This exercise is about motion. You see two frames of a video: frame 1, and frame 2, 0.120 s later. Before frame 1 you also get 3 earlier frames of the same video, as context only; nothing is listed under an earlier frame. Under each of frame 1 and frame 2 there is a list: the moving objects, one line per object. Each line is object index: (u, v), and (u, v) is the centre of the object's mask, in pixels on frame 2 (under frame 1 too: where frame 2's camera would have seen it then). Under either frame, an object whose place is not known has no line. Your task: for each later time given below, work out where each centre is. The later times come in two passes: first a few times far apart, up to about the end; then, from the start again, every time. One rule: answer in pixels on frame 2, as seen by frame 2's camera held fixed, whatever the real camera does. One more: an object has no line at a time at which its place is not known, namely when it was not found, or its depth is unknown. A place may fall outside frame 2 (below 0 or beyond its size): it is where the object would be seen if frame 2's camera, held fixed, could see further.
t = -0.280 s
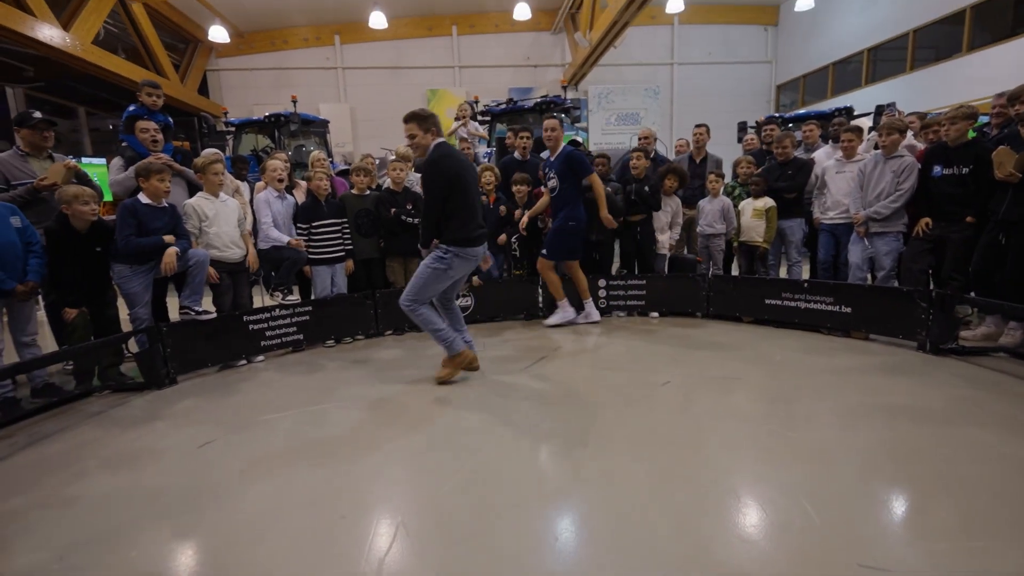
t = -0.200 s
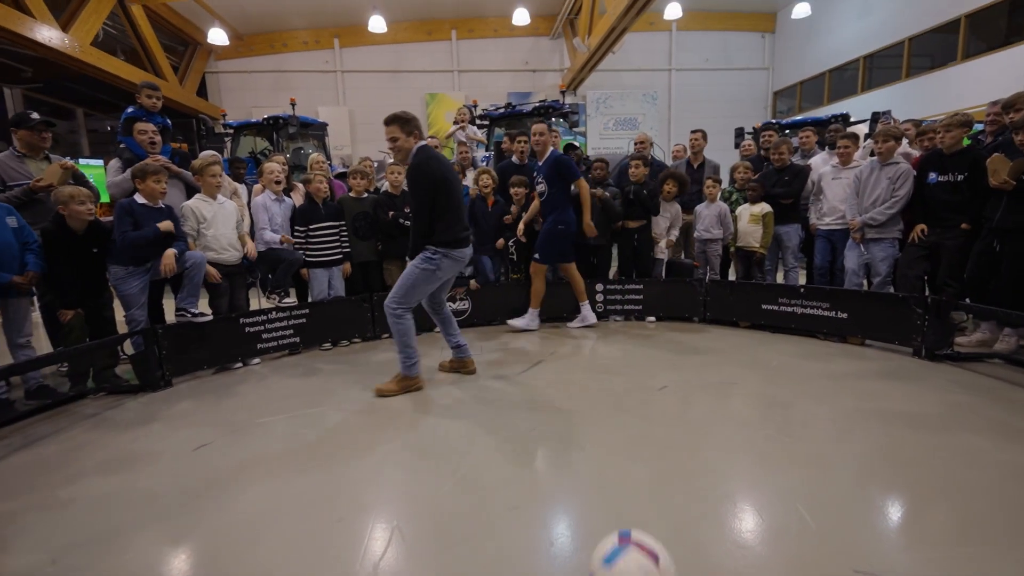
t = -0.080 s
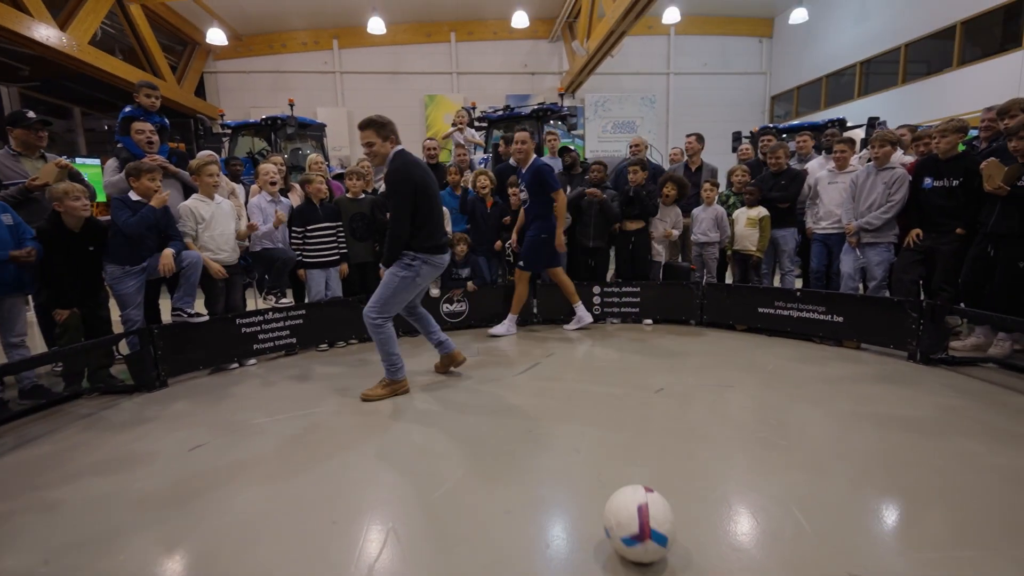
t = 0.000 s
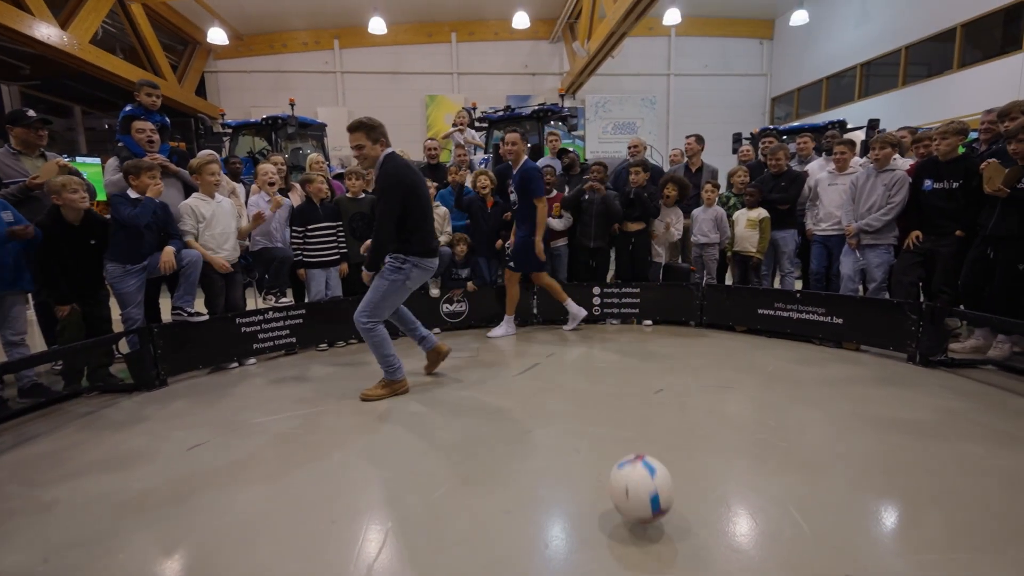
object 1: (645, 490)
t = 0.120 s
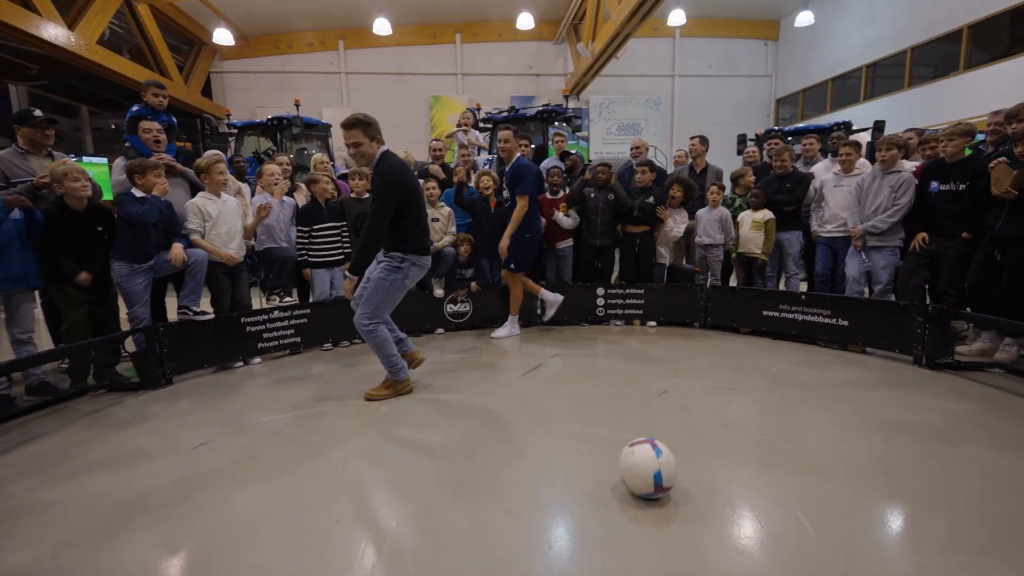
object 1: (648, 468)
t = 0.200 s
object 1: (648, 445)
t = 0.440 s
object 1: (651, 409)
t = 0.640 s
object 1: (651, 387)
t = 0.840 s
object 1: (652, 368)
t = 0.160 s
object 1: (648, 456)
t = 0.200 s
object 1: (648, 445)
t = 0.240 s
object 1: (649, 440)
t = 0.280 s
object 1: (649, 435)
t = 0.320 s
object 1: (650, 426)
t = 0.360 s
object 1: (650, 420)
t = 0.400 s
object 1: (651, 416)
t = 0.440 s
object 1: (651, 409)
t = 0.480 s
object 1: (651, 405)
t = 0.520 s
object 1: (651, 400)
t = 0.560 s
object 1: (651, 395)
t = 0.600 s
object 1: (651, 391)
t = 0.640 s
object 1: (651, 387)
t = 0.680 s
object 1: (651, 383)
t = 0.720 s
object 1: (652, 379)
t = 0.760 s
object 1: (652, 376)
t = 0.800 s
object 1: (652, 372)
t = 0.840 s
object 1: (652, 368)
